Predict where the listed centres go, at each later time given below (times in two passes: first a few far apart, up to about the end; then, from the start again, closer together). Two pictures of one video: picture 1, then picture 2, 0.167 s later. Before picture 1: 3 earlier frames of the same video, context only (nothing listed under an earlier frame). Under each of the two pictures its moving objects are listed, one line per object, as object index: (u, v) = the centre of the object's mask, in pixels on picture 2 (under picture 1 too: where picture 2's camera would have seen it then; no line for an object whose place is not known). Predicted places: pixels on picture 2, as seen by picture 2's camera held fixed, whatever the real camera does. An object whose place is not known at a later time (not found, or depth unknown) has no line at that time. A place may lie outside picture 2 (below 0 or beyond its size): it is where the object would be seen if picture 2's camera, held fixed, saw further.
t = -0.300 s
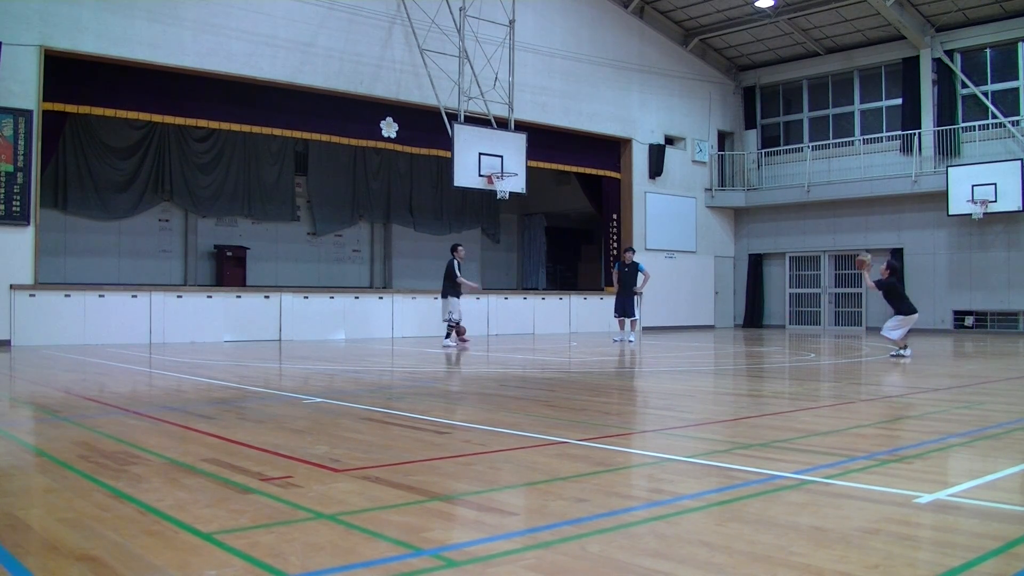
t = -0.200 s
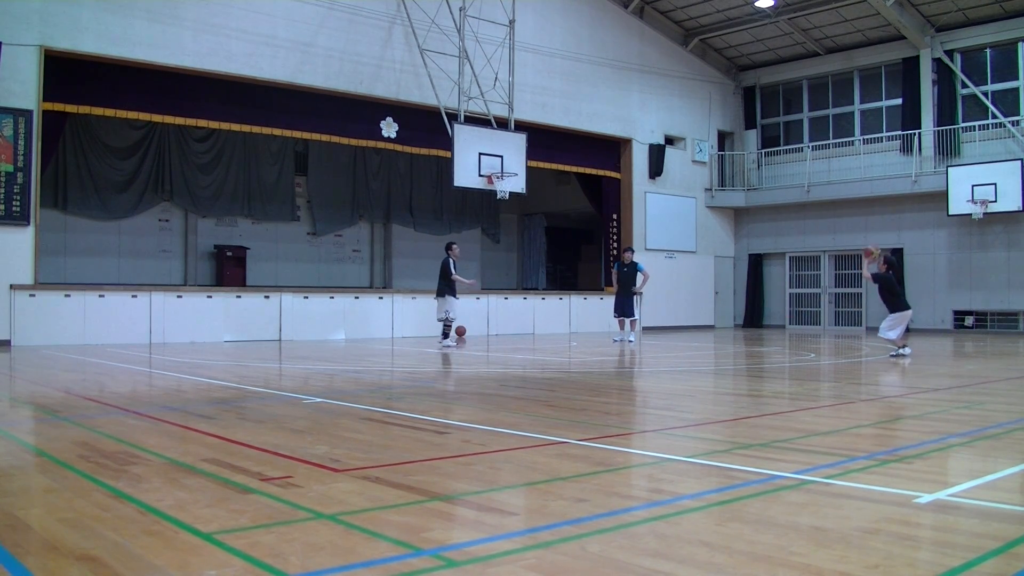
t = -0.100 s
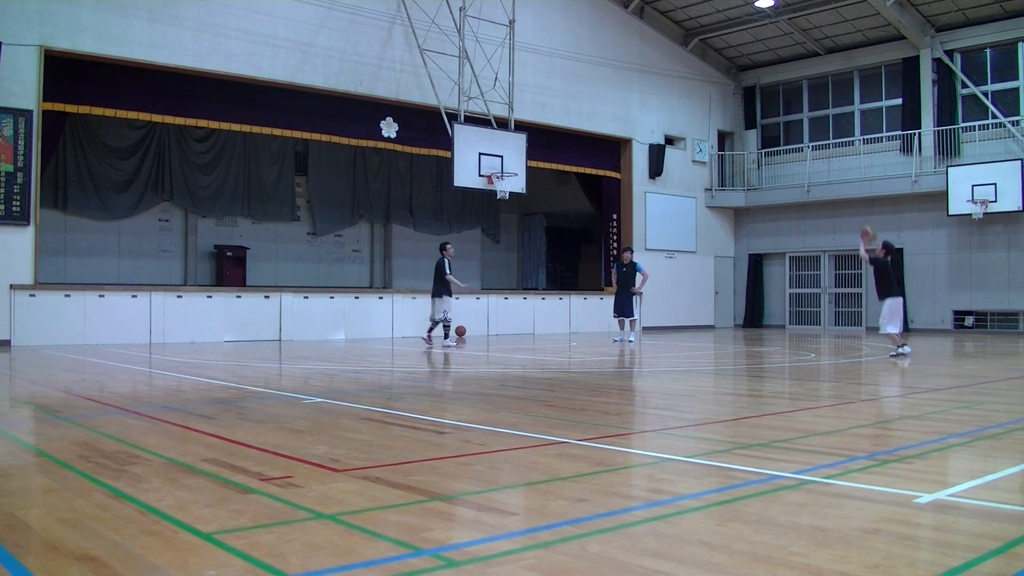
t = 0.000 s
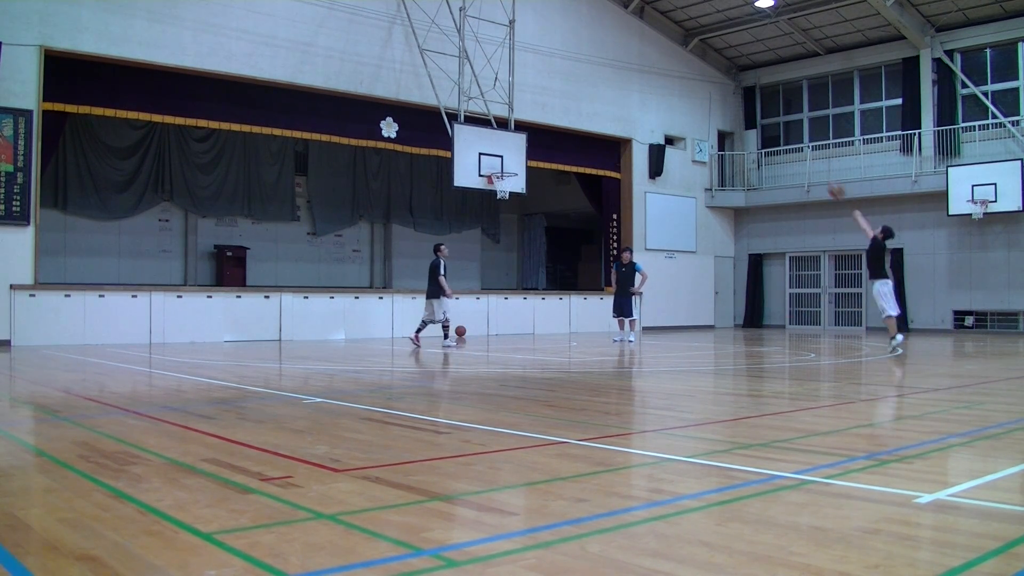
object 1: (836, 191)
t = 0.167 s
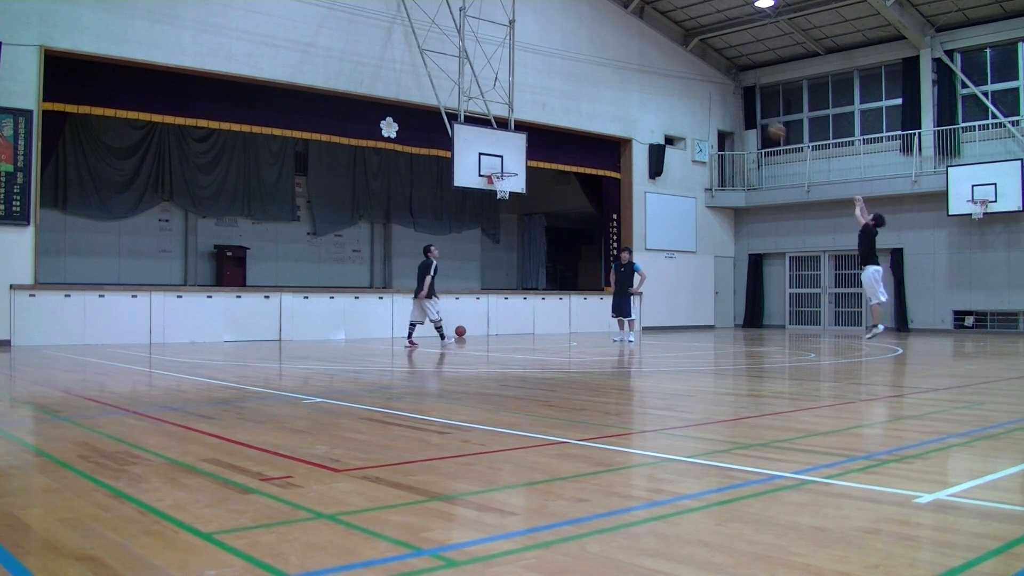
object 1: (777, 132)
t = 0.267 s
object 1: (744, 106)
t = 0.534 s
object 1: (663, 75)
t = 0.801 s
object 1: (594, 88)
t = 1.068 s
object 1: (533, 136)
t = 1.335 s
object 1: (495, 192)
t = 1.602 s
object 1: (490, 235)
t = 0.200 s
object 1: (766, 122)
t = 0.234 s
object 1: (754, 114)
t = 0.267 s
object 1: (744, 106)
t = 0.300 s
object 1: (733, 100)
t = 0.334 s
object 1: (722, 94)
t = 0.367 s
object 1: (712, 89)
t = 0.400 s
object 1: (702, 85)
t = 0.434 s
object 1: (692, 82)
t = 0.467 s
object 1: (682, 79)
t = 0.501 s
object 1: (673, 77)
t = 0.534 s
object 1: (663, 75)
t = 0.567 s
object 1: (654, 75)
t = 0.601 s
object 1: (645, 75)
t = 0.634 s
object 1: (636, 76)
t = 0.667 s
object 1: (627, 77)
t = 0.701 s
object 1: (618, 79)
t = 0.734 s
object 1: (610, 81)
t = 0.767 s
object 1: (602, 84)
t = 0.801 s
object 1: (594, 88)
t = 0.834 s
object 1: (586, 92)
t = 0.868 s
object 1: (578, 97)
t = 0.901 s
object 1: (570, 102)
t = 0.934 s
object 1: (562, 108)
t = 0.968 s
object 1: (554, 114)
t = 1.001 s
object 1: (547, 120)
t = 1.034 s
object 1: (539, 129)
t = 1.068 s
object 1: (533, 136)
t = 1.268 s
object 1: (497, 186)
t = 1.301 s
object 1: (496, 189)
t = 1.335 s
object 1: (495, 192)
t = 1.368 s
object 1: (495, 196)
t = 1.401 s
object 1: (494, 199)
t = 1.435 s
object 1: (493, 203)
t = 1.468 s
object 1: (492, 209)
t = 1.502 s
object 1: (492, 214)
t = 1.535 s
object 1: (491, 220)
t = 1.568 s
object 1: (490, 227)
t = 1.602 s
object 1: (490, 235)
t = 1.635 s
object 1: (489, 243)
